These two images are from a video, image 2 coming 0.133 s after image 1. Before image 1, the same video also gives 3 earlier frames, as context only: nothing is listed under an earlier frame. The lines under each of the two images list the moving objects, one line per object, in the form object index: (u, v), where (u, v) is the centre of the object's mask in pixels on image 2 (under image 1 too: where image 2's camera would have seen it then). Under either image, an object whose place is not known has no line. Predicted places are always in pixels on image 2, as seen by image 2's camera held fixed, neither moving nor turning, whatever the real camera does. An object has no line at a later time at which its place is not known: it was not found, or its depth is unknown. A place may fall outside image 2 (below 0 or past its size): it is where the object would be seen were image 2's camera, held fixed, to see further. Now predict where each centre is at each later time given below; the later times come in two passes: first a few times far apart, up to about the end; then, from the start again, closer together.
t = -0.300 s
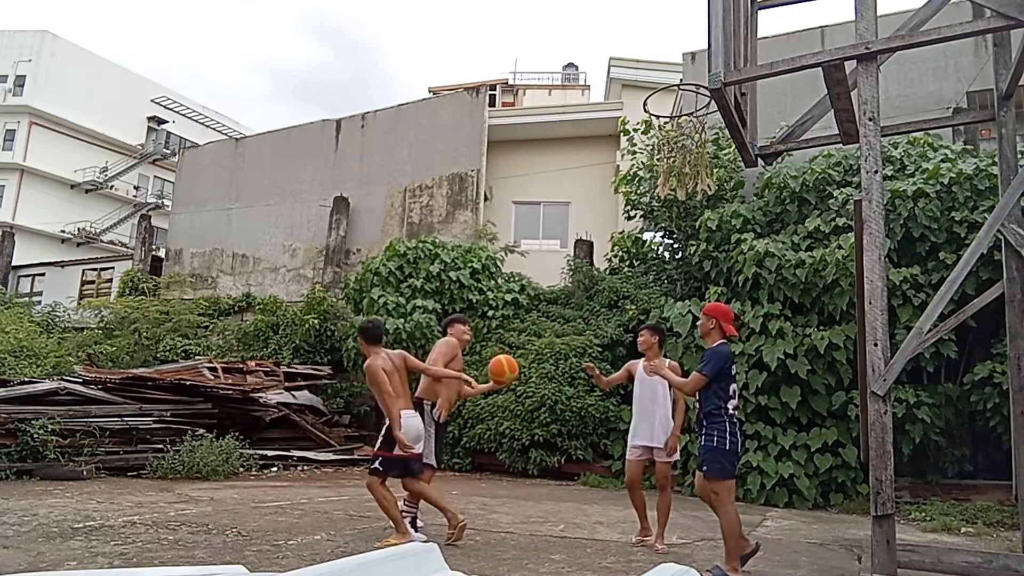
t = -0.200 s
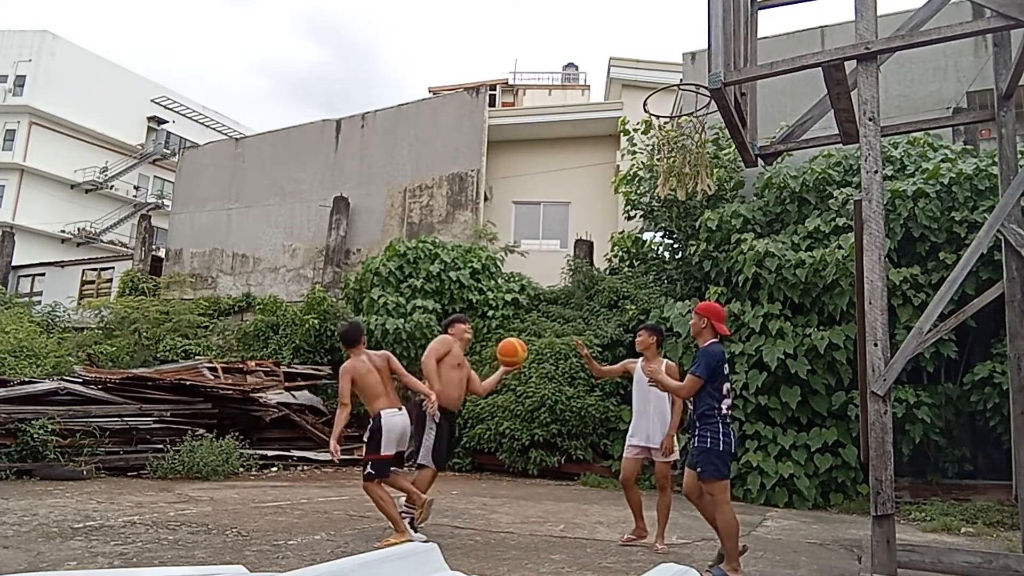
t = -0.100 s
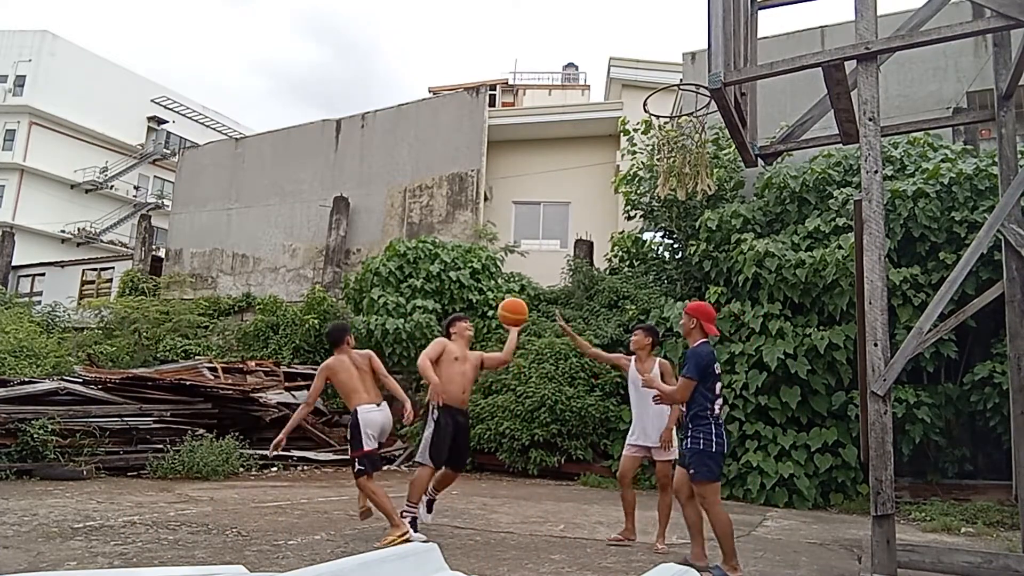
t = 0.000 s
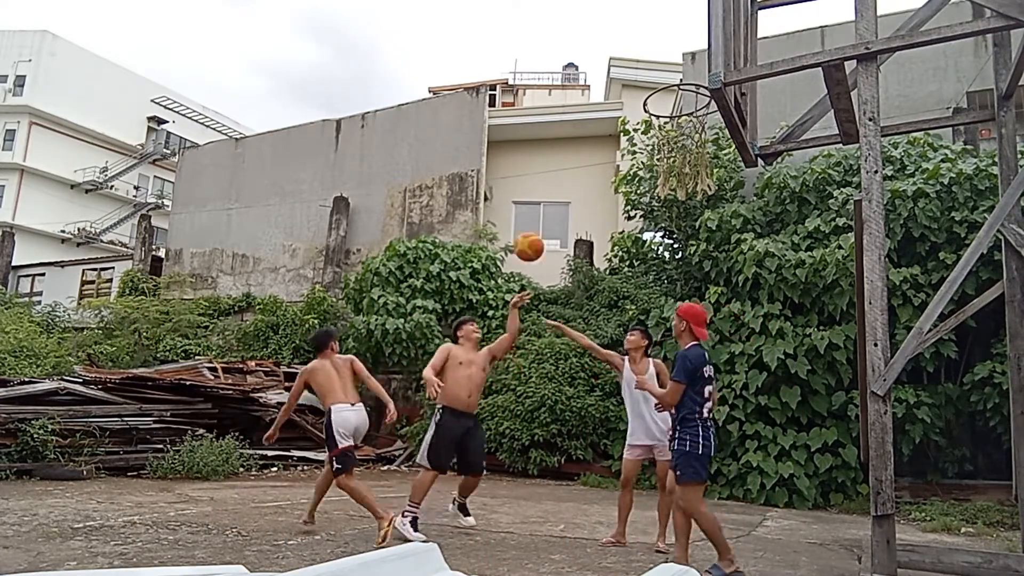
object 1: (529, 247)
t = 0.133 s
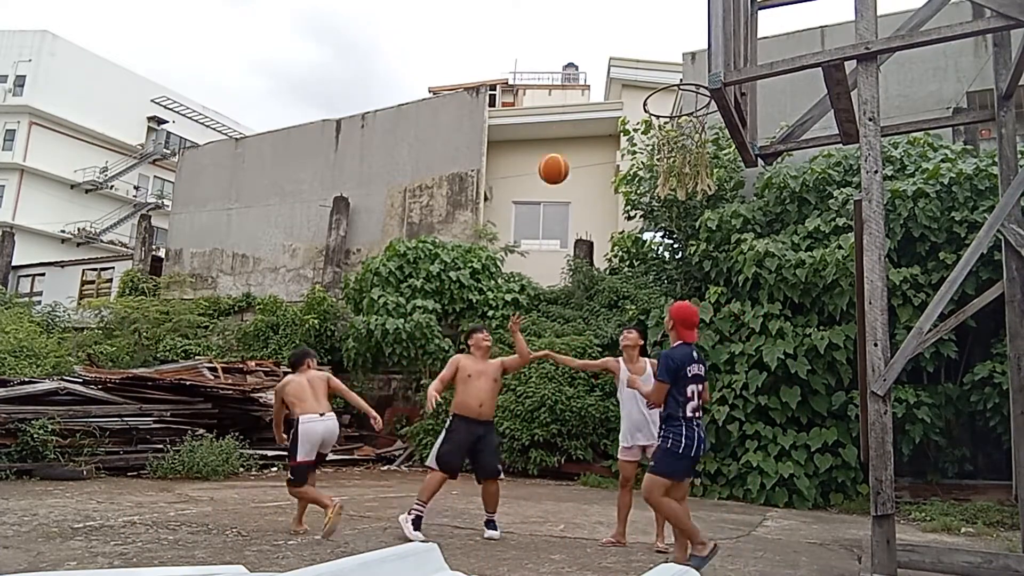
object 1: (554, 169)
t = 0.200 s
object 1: (566, 137)
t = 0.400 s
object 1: (604, 67)
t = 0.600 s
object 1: (645, 40)
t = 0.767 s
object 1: (682, 57)
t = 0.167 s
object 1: (560, 152)
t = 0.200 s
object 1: (566, 137)
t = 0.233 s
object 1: (572, 122)
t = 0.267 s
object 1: (578, 110)
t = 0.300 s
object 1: (584, 97)
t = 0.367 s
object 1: (597, 76)
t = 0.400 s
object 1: (604, 67)
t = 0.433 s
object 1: (610, 59)
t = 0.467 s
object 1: (617, 53)
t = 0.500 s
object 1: (624, 48)
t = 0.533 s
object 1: (631, 44)
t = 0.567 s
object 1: (638, 41)
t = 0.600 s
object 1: (645, 40)
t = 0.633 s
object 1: (652, 40)
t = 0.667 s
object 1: (659, 42)
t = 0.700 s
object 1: (667, 45)
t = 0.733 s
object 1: (674, 50)
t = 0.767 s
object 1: (682, 57)
